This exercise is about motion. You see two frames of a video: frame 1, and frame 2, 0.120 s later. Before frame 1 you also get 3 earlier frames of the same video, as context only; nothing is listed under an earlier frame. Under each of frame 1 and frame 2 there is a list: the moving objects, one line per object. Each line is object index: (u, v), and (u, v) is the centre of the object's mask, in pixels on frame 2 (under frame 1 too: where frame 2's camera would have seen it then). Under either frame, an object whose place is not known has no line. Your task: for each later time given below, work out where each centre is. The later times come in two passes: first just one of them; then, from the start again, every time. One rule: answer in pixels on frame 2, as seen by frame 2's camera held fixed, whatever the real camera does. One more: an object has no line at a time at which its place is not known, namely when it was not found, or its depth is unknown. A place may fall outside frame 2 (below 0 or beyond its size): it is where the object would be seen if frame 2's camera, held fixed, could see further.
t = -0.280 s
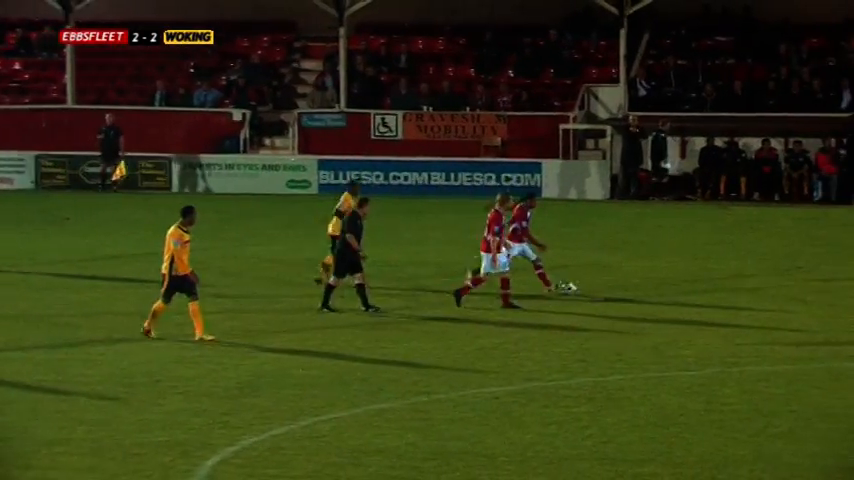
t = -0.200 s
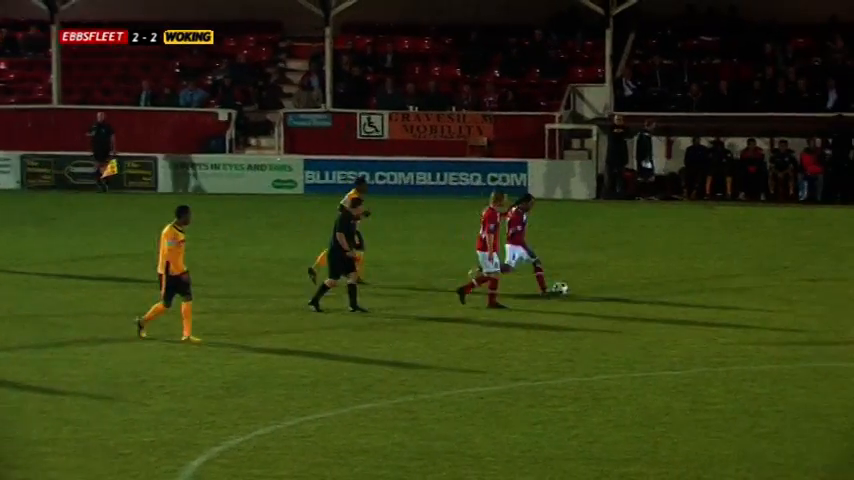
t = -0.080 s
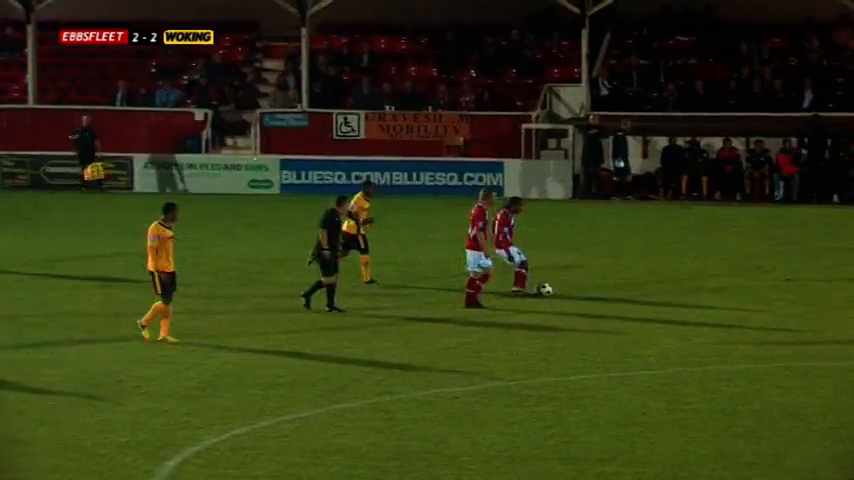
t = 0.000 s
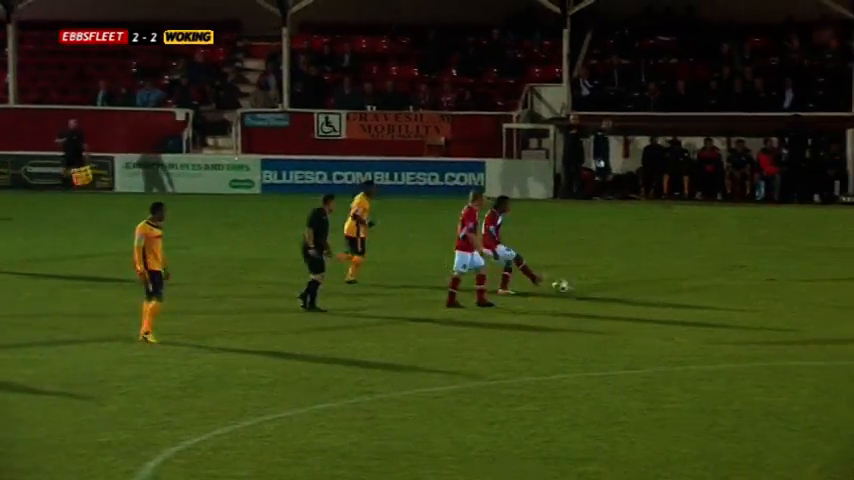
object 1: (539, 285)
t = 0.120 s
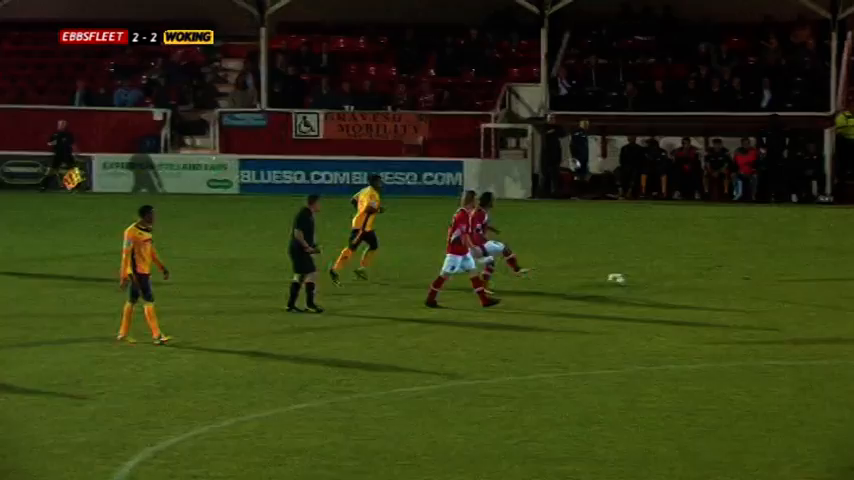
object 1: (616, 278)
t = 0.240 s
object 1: (684, 273)
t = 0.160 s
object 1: (639, 276)
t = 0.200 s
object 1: (662, 274)
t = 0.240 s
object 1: (684, 273)
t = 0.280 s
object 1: (705, 271)
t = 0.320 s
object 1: (725, 269)
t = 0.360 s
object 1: (745, 267)
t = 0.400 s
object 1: (764, 266)
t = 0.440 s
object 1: (783, 264)
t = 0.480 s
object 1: (801, 262)
